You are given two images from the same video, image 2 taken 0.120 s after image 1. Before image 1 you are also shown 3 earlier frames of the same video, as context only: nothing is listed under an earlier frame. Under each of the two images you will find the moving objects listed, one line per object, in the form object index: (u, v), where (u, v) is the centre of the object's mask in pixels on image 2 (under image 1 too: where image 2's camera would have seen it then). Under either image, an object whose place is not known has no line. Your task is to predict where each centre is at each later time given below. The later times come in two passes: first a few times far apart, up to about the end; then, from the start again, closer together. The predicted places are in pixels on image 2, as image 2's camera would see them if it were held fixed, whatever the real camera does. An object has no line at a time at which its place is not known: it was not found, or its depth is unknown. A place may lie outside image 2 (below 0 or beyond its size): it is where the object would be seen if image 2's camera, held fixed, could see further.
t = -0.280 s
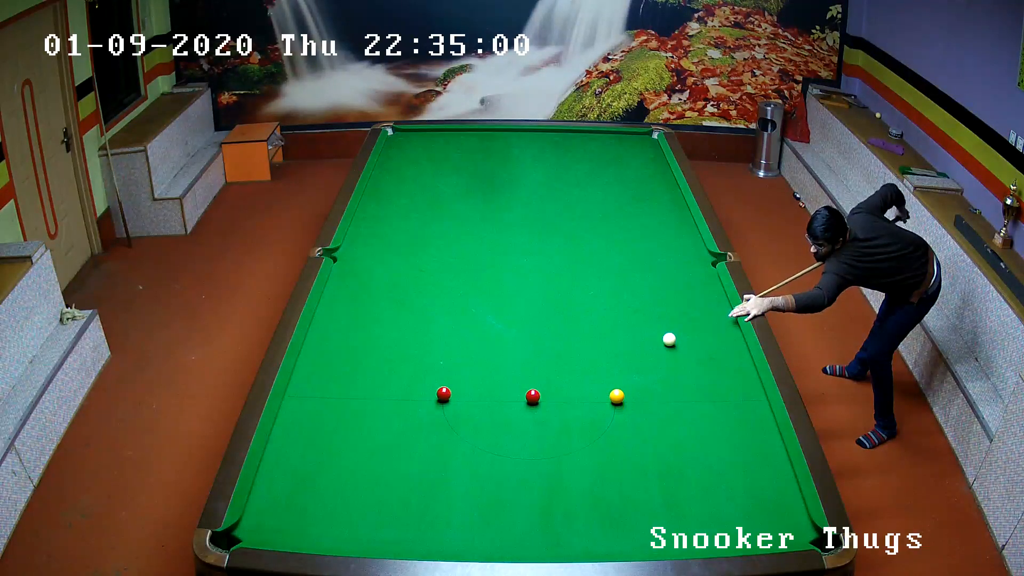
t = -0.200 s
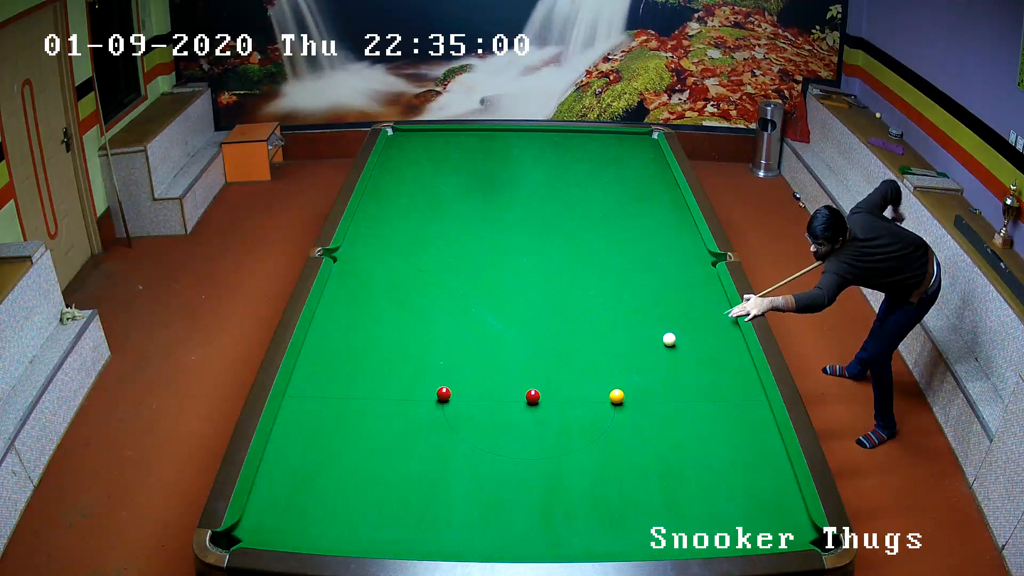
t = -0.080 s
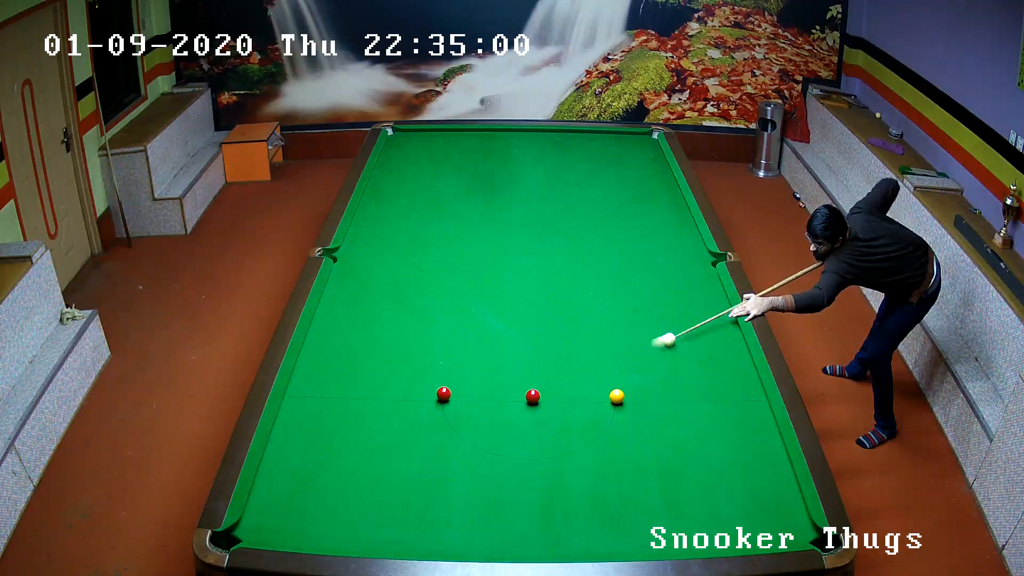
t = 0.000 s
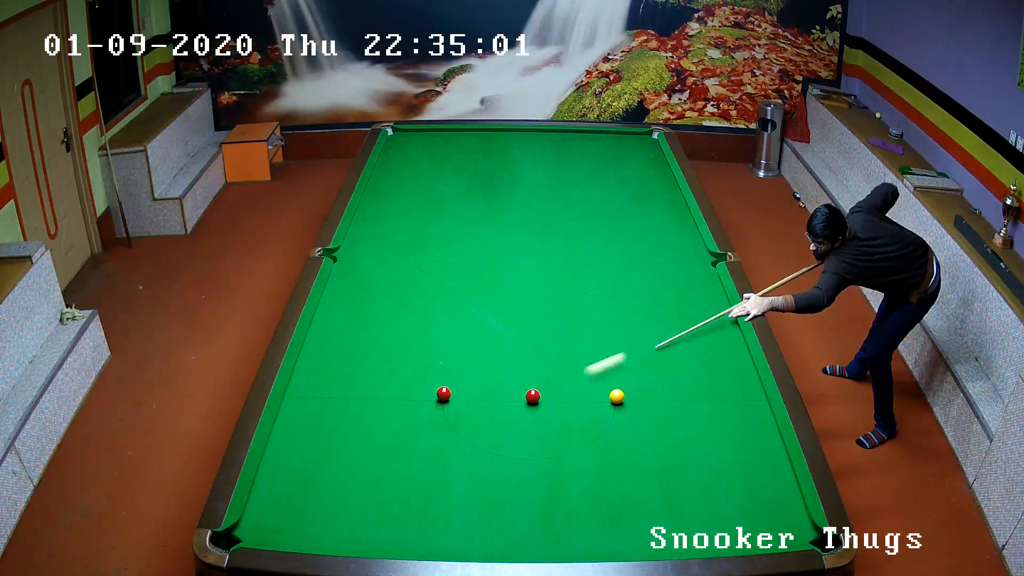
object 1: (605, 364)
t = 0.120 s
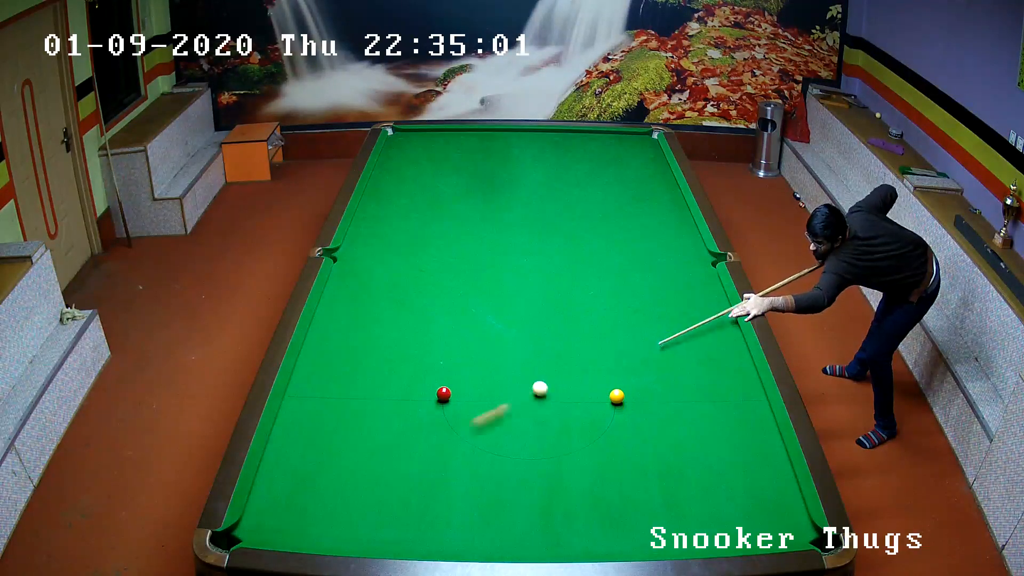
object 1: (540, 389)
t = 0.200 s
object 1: (536, 385)
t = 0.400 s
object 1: (527, 377)
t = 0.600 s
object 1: (520, 370)
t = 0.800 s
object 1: (513, 364)
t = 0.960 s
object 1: (508, 359)
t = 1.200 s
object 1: (501, 352)
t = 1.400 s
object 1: (496, 348)
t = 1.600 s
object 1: (492, 343)
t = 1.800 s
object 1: (488, 340)
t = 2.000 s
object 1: (485, 337)
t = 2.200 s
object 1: (482, 334)
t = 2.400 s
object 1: (480, 332)
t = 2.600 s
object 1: (479, 330)
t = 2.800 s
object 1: (478, 329)
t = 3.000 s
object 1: (477, 328)
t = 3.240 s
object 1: (476, 328)
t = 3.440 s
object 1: (476, 328)
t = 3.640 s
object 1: (476, 328)
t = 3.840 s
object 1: (476, 328)
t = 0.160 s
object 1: (538, 387)
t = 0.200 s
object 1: (536, 385)
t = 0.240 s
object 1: (534, 384)
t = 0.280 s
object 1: (532, 382)
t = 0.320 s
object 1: (531, 380)
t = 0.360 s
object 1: (529, 379)
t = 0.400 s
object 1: (527, 377)
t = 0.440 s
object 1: (526, 376)
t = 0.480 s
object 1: (524, 374)
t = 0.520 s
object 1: (523, 373)
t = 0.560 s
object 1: (521, 372)
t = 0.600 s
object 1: (520, 370)
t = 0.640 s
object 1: (518, 369)
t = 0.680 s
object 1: (517, 368)
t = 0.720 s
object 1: (515, 366)
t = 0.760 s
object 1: (514, 365)
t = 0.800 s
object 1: (513, 364)
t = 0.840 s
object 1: (511, 362)
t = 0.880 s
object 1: (510, 361)
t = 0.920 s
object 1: (509, 360)
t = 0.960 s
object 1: (508, 359)
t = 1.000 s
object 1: (506, 358)
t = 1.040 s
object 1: (505, 357)
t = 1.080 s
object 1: (504, 356)
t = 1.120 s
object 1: (503, 355)
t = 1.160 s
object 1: (502, 353)
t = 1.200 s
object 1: (501, 352)
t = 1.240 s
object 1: (500, 351)
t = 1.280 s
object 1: (499, 350)
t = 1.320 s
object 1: (498, 350)
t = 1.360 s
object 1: (497, 349)
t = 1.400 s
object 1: (496, 348)
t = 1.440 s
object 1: (495, 347)
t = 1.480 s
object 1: (494, 346)
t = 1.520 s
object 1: (493, 345)
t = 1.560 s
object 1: (492, 344)
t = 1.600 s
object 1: (492, 343)
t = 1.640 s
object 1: (491, 343)
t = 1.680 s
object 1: (490, 342)
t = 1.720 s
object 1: (489, 341)
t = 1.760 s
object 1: (489, 340)
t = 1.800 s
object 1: (488, 340)
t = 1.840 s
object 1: (487, 339)
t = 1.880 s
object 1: (486, 338)
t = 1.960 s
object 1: (485, 337)
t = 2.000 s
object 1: (485, 337)
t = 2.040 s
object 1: (484, 336)
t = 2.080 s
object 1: (484, 335)
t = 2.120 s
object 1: (483, 335)
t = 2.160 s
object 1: (483, 334)
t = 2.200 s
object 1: (482, 334)
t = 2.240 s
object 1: (482, 333)
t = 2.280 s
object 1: (481, 333)
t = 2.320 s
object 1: (481, 332)
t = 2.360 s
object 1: (481, 332)
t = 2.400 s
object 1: (480, 332)
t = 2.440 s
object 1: (480, 331)
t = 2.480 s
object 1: (480, 331)
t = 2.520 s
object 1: (479, 331)
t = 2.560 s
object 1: (479, 330)
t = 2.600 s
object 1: (479, 330)
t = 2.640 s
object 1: (478, 330)
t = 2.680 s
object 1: (478, 330)
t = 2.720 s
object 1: (478, 329)
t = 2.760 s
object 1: (478, 329)
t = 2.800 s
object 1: (478, 329)
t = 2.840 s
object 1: (477, 329)
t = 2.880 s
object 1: (477, 329)
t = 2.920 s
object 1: (477, 329)
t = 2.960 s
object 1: (477, 329)
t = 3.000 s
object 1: (477, 328)
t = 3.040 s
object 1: (476, 328)
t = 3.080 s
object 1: (476, 328)
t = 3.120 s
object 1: (476, 328)
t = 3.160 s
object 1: (476, 328)
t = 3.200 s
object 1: (476, 328)
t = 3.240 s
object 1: (476, 328)
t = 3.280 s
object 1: (476, 328)
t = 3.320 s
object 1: (476, 328)
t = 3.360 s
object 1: (476, 328)
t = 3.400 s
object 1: (476, 328)
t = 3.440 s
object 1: (476, 328)
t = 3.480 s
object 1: (476, 328)
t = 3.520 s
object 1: (476, 328)
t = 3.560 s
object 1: (476, 328)
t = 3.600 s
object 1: (476, 328)
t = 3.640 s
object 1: (476, 328)
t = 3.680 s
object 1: (476, 328)
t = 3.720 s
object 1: (476, 328)
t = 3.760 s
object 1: (476, 328)
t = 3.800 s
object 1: (476, 328)
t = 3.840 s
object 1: (476, 328)
